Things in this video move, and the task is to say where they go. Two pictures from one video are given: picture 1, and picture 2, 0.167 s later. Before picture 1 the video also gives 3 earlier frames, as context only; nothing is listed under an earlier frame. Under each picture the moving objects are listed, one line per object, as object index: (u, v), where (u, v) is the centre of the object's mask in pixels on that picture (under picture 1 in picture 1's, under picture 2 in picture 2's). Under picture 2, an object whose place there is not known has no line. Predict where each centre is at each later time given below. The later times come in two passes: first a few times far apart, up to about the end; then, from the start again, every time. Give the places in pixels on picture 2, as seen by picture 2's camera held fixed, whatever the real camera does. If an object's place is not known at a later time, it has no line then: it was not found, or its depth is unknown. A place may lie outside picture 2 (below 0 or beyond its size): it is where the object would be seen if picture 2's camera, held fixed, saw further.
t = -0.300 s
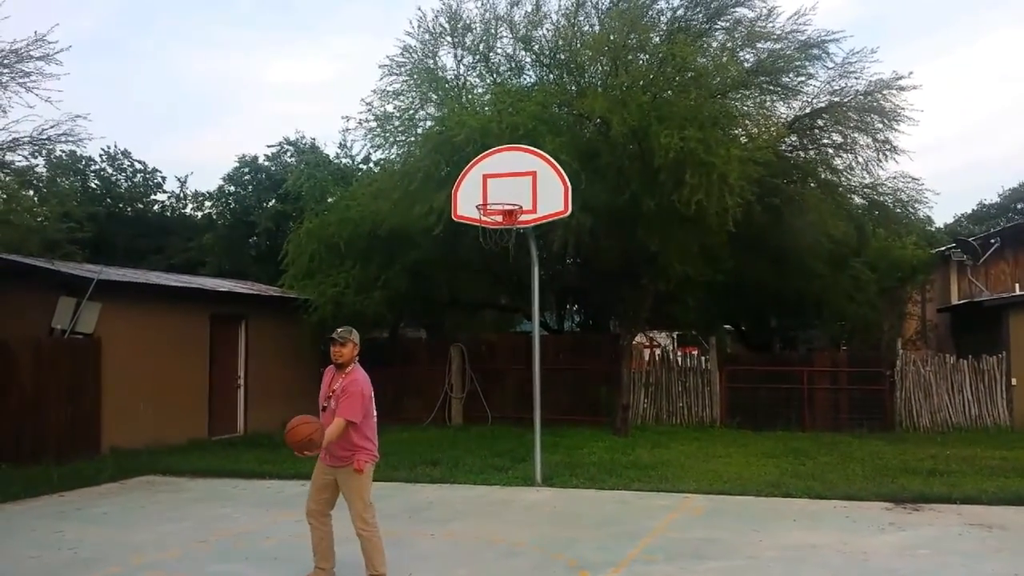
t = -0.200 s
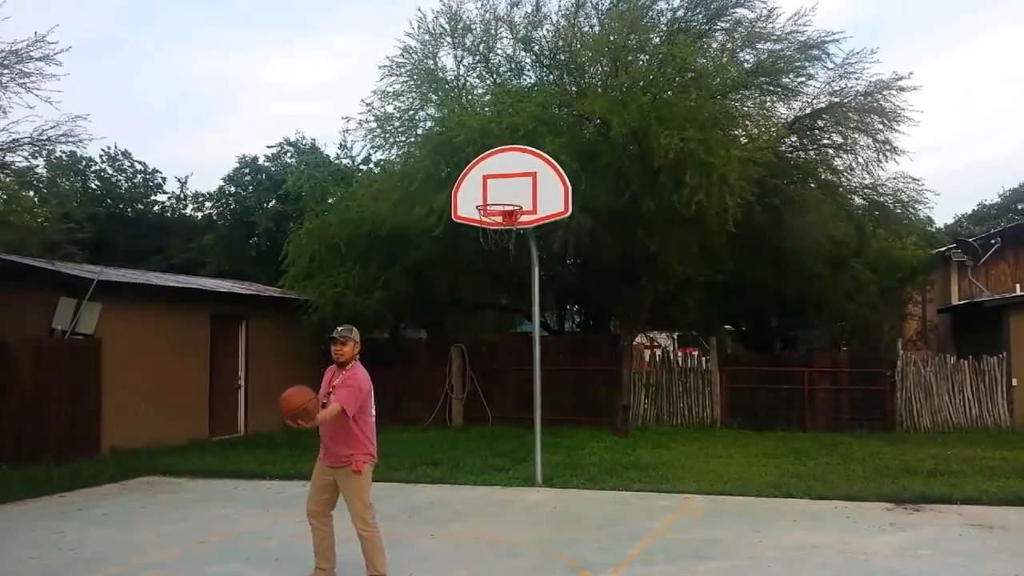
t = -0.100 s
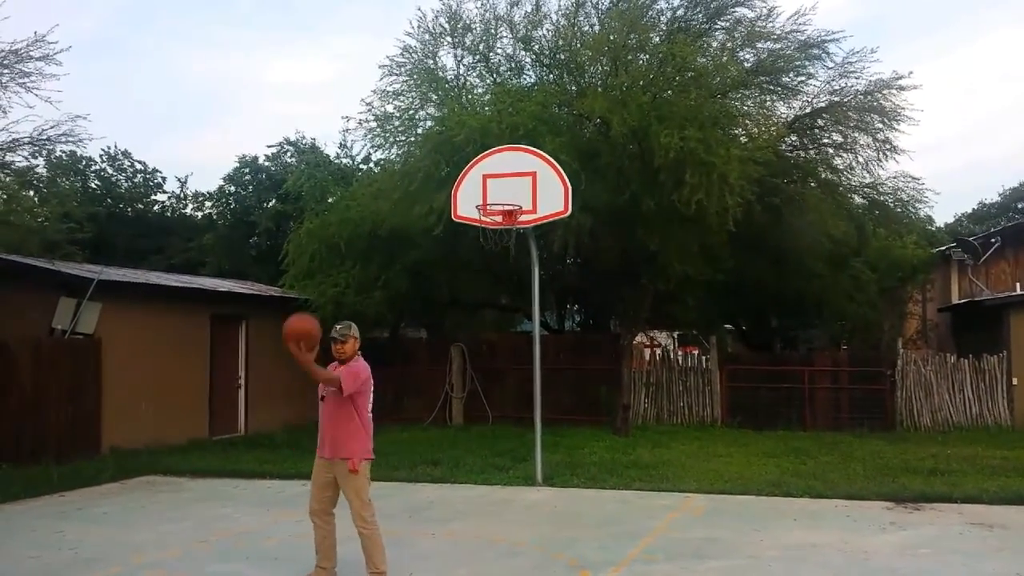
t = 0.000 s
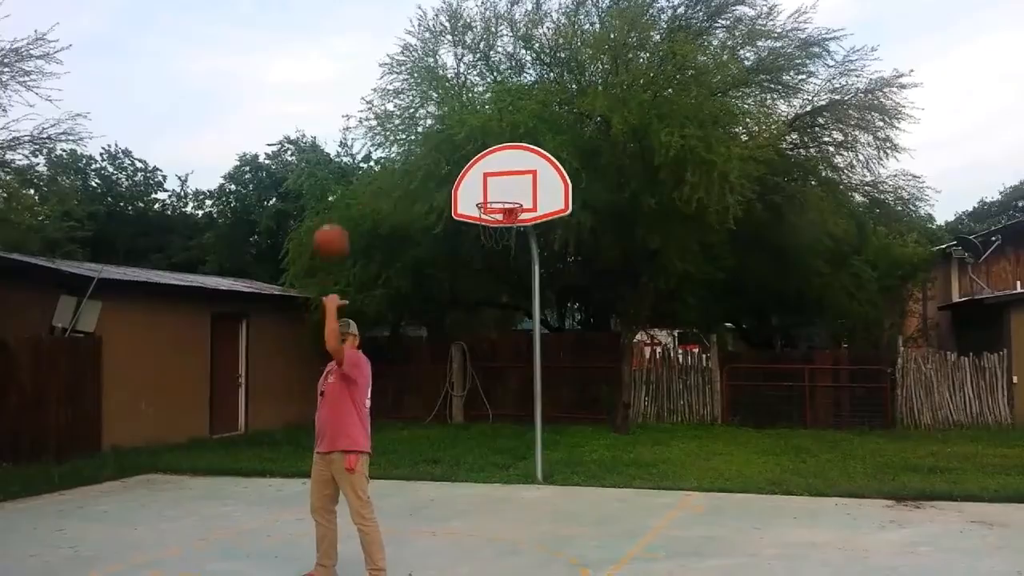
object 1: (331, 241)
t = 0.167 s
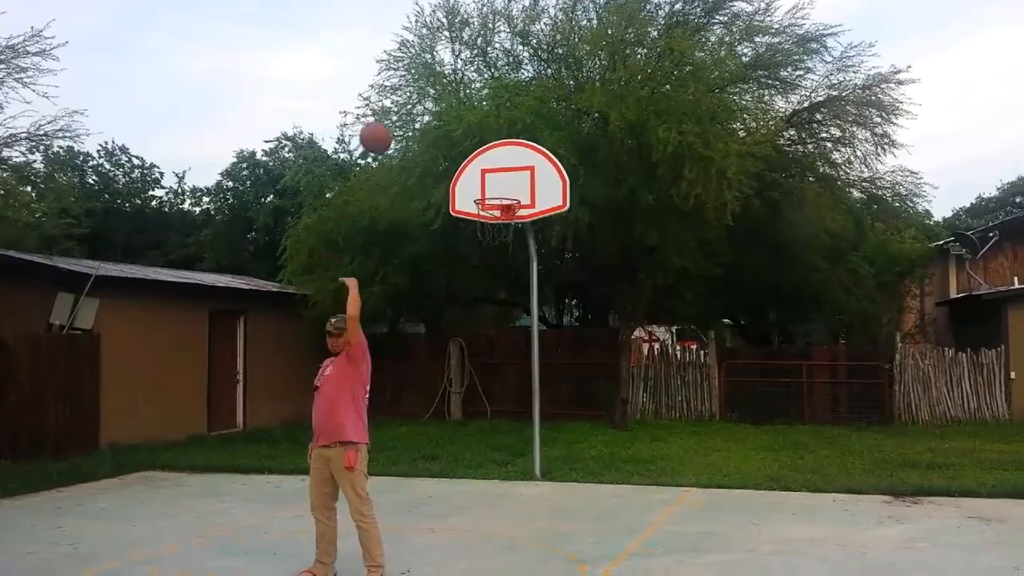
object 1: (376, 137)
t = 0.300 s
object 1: (407, 93)
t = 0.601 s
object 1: (463, 79)
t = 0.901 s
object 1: (508, 150)
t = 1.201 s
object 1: (493, 246)
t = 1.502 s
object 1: (473, 452)
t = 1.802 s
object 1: (463, 436)
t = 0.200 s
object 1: (384, 124)
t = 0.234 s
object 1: (392, 113)
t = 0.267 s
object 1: (400, 102)
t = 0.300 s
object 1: (407, 93)
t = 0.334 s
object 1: (414, 85)
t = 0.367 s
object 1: (420, 80)
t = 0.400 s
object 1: (428, 77)
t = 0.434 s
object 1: (434, 74)
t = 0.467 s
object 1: (440, 72)
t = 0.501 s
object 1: (445, 72)
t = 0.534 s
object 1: (452, 73)
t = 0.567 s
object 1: (457, 76)
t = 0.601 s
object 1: (463, 79)
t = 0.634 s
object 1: (469, 82)
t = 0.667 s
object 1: (474, 87)
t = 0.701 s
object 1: (480, 94)
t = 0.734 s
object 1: (483, 100)
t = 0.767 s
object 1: (489, 108)
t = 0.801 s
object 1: (495, 118)
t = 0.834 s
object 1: (500, 127)
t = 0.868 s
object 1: (504, 138)
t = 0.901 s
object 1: (508, 150)
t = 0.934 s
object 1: (510, 160)
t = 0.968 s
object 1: (507, 166)
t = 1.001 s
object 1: (505, 174)
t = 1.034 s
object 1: (503, 182)
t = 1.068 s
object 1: (501, 193)
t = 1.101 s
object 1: (499, 204)
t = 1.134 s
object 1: (496, 218)
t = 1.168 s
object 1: (495, 232)
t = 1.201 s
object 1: (493, 246)
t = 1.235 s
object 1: (491, 263)
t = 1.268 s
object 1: (488, 282)
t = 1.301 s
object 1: (486, 301)
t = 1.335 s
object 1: (484, 322)
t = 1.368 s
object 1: (482, 345)
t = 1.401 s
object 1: (480, 369)
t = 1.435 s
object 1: (478, 396)
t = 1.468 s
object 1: (475, 422)
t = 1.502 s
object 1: (473, 452)
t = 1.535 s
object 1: (471, 484)
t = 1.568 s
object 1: (469, 507)
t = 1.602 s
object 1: (468, 493)
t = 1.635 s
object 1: (466, 481)
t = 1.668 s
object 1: (466, 470)
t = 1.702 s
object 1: (466, 460)
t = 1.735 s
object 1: (464, 450)
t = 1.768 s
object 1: (463, 443)
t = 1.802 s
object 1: (463, 436)
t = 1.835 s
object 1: (462, 430)
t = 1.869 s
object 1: (460, 425)
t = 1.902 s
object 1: (460, 422)
